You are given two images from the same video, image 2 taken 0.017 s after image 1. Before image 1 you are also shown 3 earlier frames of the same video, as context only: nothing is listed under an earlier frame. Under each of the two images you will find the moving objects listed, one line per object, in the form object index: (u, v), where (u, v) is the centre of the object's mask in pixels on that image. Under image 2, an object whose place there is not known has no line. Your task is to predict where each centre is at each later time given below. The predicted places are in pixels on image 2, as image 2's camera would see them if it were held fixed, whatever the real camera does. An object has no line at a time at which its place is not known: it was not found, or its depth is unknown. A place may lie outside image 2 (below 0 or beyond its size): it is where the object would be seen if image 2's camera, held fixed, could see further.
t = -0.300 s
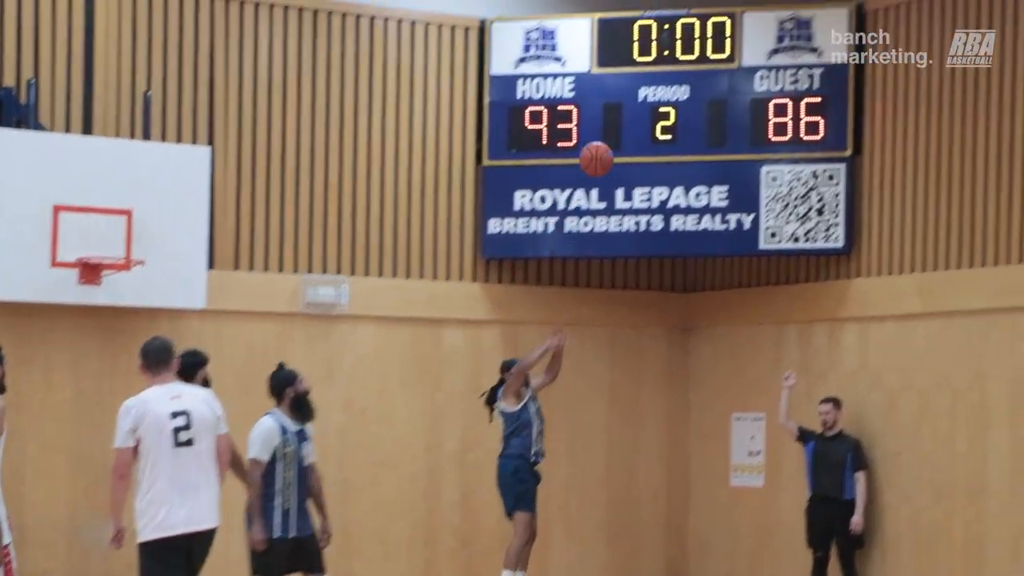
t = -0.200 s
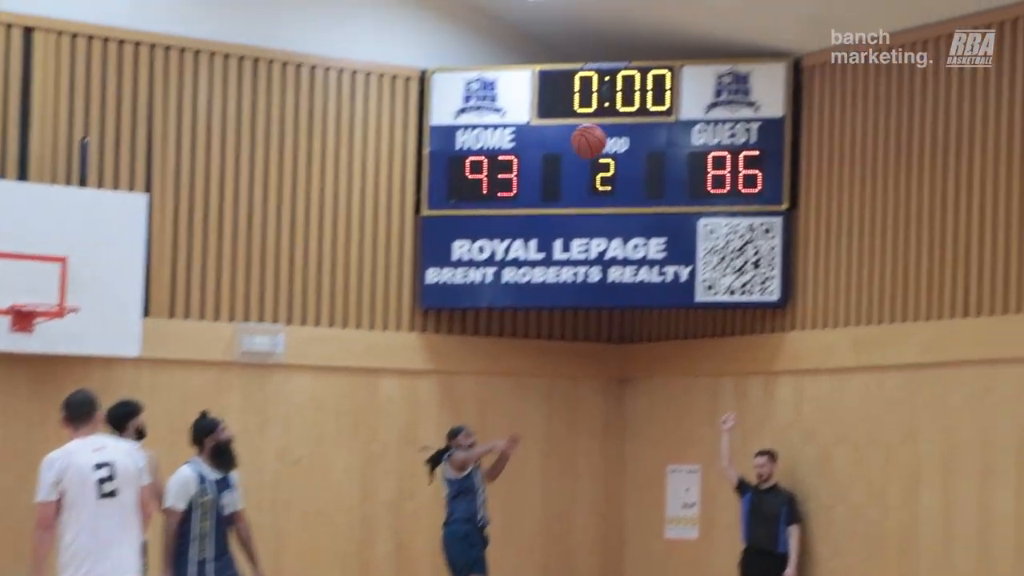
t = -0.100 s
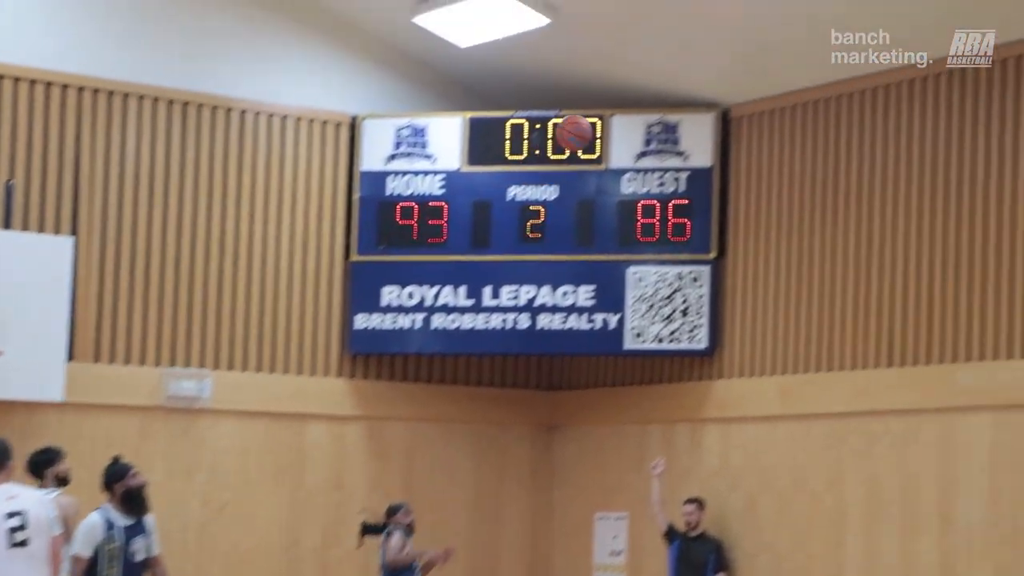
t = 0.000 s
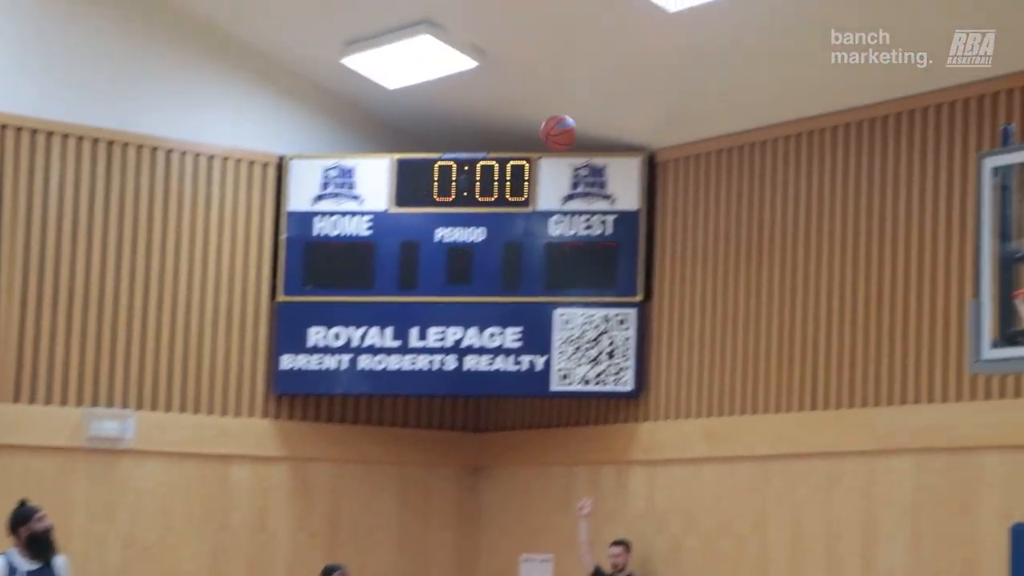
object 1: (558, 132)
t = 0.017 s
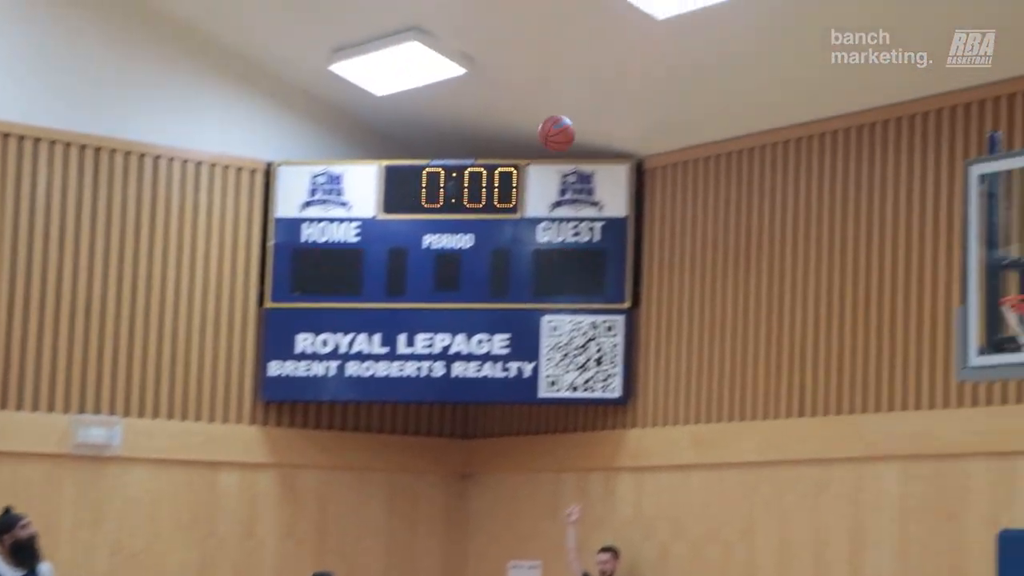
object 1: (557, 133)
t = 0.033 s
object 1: (567, 128)
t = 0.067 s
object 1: (588, 118)
